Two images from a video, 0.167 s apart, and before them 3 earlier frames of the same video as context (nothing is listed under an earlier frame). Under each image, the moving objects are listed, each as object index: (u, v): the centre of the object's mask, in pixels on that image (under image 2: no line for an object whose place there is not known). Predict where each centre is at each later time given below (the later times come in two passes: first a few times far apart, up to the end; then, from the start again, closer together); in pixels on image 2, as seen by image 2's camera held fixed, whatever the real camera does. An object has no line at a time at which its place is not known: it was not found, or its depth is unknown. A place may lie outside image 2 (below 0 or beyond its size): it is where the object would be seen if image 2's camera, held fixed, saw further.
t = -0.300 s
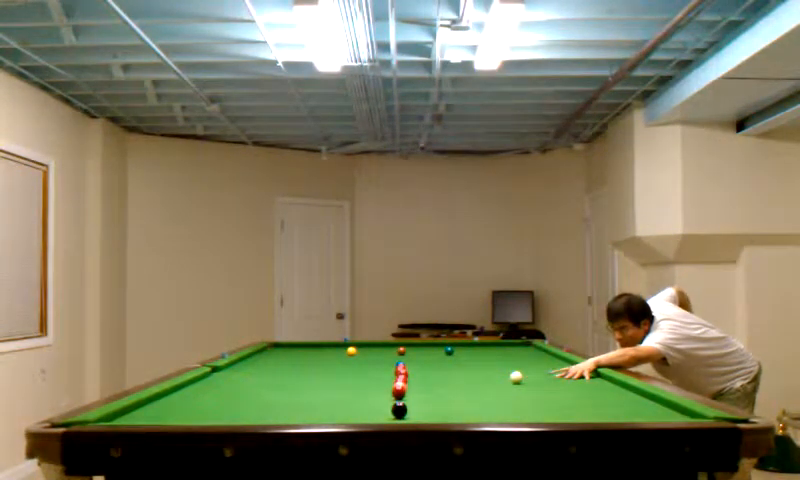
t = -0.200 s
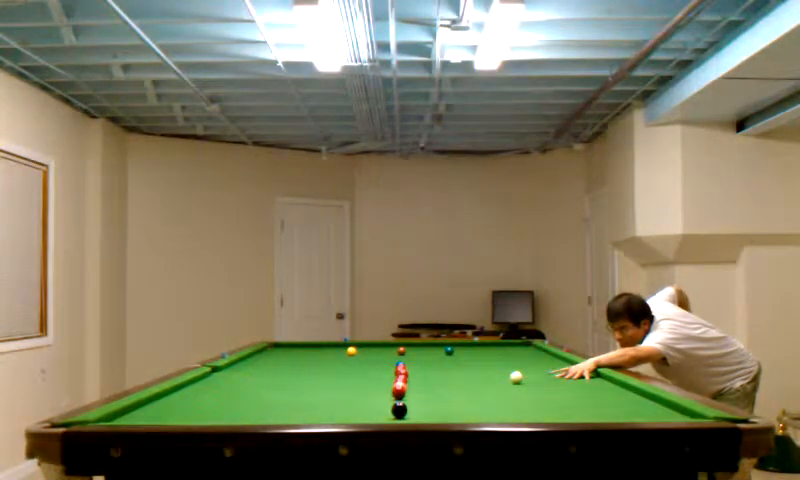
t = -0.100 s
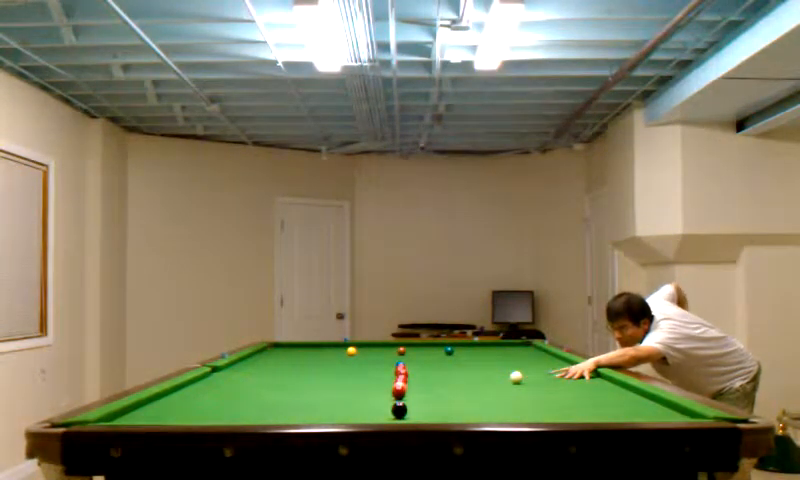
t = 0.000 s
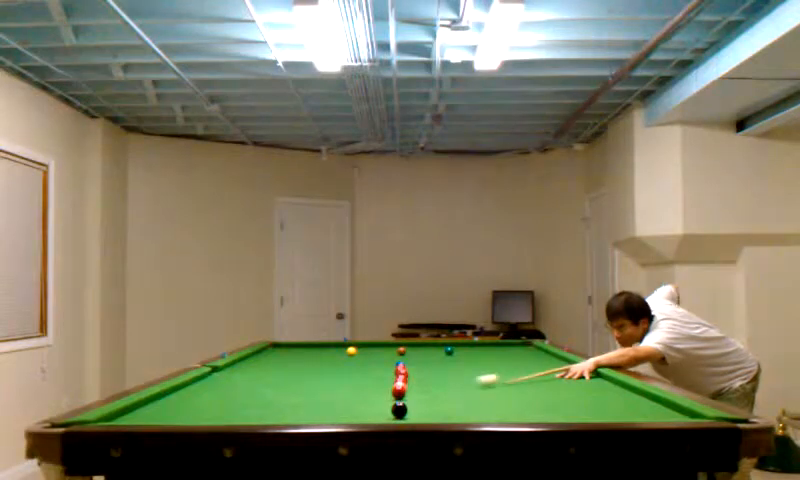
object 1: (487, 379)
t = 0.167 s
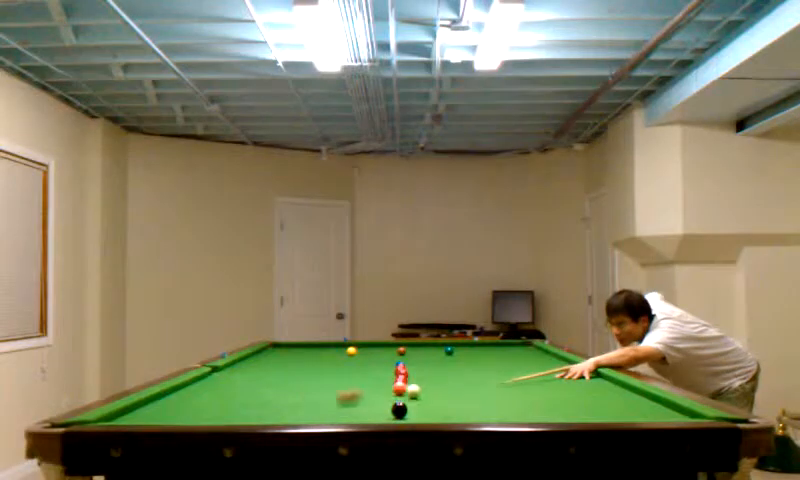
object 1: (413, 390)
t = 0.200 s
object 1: (415, 391)
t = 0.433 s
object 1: (431, 391)
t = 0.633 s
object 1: (445, 392)
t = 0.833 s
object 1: (456, 393)
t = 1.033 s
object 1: (467, 393)
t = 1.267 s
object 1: (477, 393)
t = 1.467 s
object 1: (485, 394)
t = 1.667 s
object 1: (491, 394)
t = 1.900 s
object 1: (496, 394)
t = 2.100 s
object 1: (500, 394)
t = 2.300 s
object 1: (502, 395)
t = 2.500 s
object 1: (502, 395)
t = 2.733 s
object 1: (502, 395)
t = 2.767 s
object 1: (502, 395)
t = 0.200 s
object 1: (415, 391)
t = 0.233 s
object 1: (417, 391)
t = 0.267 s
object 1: (420, 391)
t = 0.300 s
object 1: (422, 391)
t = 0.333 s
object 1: (425, 391)
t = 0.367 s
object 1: (427, 391)
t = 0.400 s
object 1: (429, 391)
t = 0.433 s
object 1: (431, 391)
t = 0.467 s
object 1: (433, 391)
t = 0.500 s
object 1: (436, 391)
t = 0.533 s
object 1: (438, 392)
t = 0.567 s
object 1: (440, 392)
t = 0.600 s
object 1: (442, 392)
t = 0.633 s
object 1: (445, 392)
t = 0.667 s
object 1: (446, 392)
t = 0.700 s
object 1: (448, 392)
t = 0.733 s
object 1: (450, 392)
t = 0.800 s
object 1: (455, 392)
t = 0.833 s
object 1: (456, 393)
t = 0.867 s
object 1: (458, 392)
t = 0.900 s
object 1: (460, 393)
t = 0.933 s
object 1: (462, 393)
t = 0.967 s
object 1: (463, 393)
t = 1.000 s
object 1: (465, 393)
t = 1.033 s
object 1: (467, 393)
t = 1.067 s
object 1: (468, 393)
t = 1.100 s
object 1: (470, 393)
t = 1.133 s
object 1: (472, 393)
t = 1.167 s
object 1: (473, 393)
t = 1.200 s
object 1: (475, 393)
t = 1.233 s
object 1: (476, 393)
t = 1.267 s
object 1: (477, 393)
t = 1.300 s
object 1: (479, 394)
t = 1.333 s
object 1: (480, 393)
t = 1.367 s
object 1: (481, 393)
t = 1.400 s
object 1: (482, 393)
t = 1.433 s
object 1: (484, 393)
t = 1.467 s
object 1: (485, 394)
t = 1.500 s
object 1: (486, 394)
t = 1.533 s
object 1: (487, 393)
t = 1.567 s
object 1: (488, 394)
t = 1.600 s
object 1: (489, 394)
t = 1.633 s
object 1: (490, 394)
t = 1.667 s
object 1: (491, 394)
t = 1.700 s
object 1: (492, 394)
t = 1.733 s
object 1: (492, 394)
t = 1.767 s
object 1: (493, 394)
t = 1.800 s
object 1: (494, 394)
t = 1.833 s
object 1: (495, 394)
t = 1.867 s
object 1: (496, 394)
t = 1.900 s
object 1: (496, 394)
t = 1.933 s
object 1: (497, 394)
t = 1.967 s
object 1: (497, 394)
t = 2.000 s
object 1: (498, 394)
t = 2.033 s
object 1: (499, 394)
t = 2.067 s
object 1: (499, 394)
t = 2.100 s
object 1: (500, 394)
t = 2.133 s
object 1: (500, 394)
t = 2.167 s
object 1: (500, 394)
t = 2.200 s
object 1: (501, 395)
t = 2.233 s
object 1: (501, 395)
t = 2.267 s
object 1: (502, 395)
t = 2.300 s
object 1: (502, 395)
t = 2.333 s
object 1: (502, 395)
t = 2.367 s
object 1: (502, 395)
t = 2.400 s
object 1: (502, 395)
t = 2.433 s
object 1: (502, 395)
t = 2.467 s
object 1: (502, 395)
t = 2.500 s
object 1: (502, 395)
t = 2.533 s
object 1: (502, 395)
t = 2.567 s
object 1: (502, 395)
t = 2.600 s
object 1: (502, 395)
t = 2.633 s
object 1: (502, 395)
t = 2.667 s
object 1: (502, 395)
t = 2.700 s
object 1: (502, 395)
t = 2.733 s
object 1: (502, 395)
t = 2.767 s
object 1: (502, 395)
